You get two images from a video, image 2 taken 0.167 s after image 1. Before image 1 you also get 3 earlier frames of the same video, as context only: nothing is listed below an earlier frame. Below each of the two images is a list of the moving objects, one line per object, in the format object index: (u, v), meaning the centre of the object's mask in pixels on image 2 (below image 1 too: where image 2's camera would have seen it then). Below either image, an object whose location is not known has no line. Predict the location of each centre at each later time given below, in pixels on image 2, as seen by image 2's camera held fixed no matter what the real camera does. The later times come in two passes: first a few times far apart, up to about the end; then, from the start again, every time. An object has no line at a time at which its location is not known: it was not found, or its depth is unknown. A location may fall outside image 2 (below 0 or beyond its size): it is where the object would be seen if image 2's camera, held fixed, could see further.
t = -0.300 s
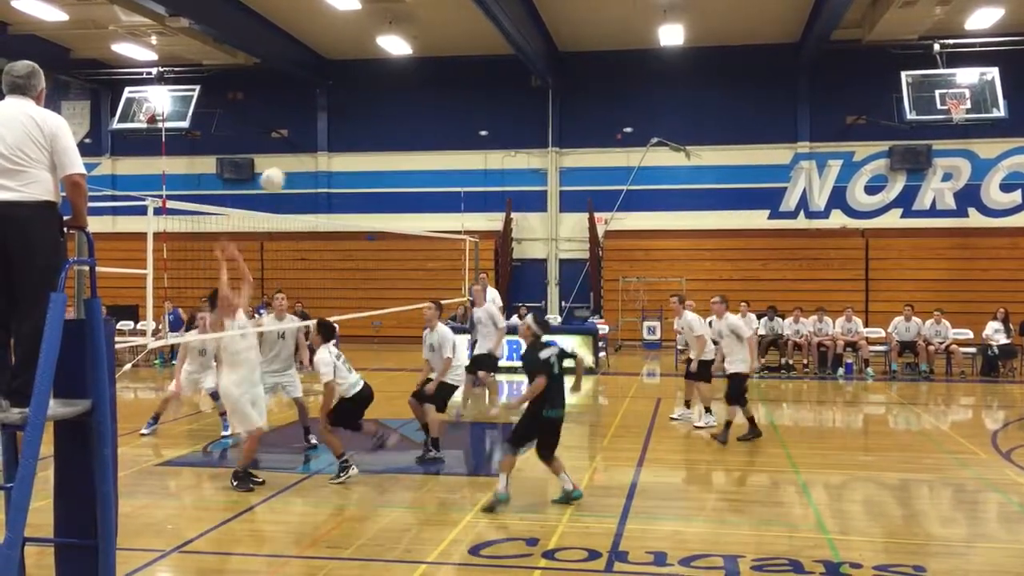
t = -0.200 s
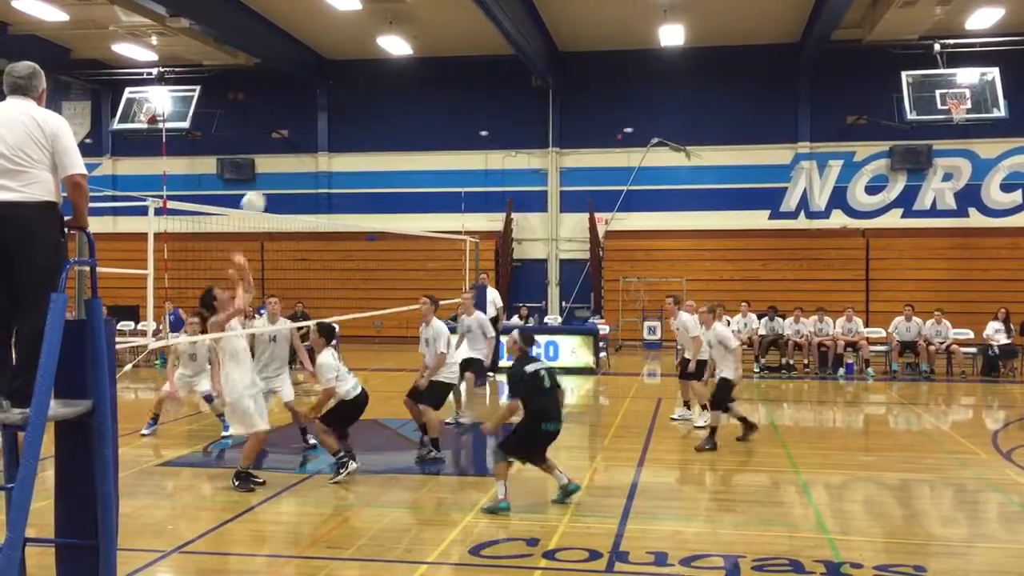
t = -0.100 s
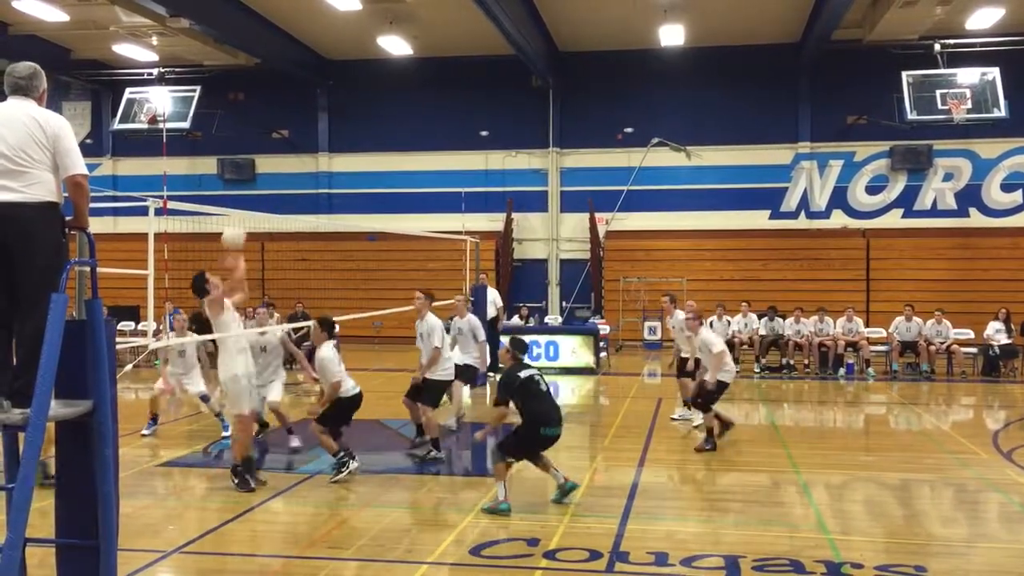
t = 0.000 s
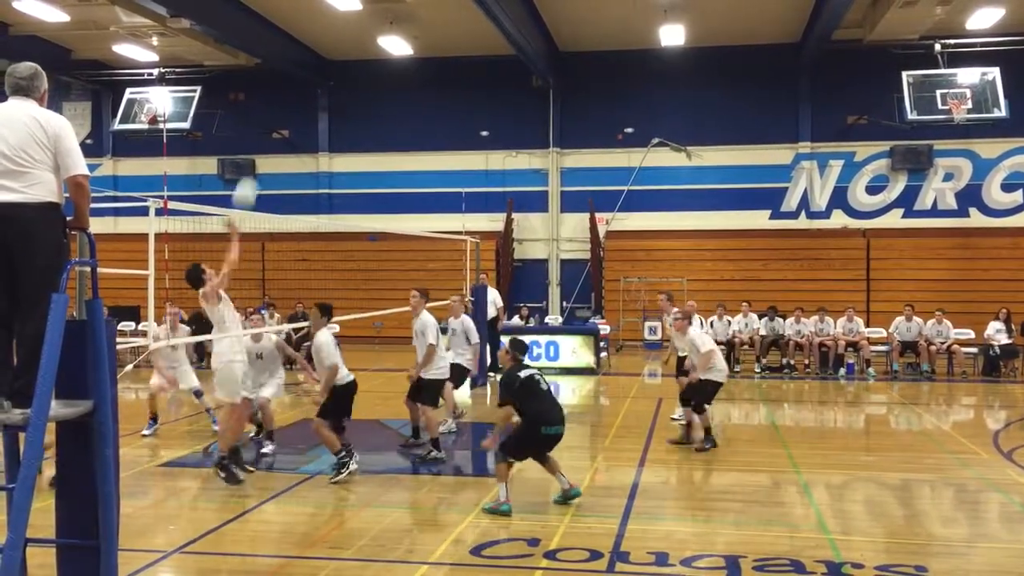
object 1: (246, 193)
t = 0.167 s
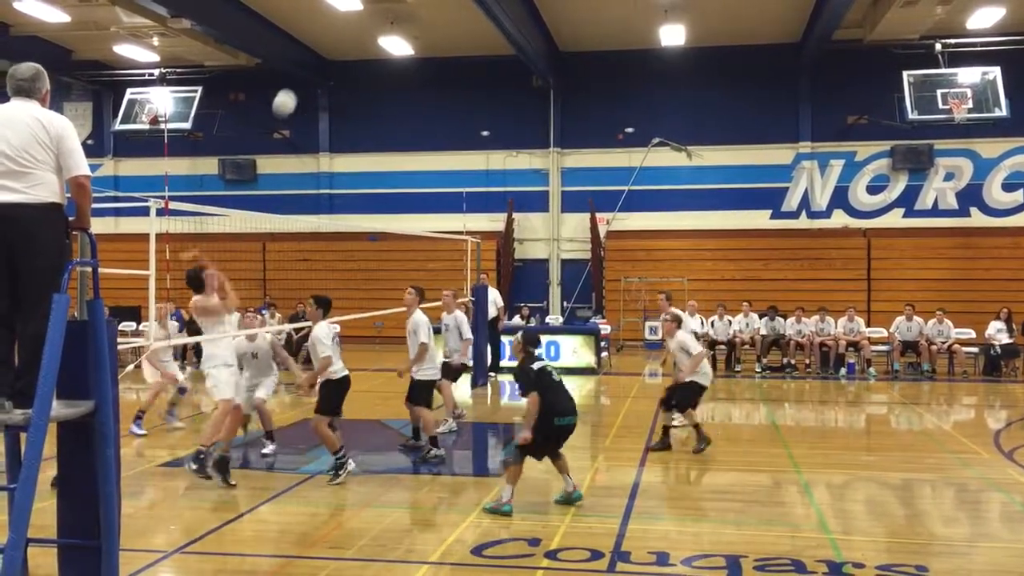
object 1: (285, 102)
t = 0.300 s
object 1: (312, 59)
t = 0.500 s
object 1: (348, 31)
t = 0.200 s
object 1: (292, 89)
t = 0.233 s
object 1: (299, 77)
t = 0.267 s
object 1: (305, 67)
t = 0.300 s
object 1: (312, 59)
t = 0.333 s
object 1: (318, 51)
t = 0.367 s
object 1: (325, 45)
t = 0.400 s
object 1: (330, 40)
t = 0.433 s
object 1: (337, 36)
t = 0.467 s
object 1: (343, 33)
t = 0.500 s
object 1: (348, 31)
